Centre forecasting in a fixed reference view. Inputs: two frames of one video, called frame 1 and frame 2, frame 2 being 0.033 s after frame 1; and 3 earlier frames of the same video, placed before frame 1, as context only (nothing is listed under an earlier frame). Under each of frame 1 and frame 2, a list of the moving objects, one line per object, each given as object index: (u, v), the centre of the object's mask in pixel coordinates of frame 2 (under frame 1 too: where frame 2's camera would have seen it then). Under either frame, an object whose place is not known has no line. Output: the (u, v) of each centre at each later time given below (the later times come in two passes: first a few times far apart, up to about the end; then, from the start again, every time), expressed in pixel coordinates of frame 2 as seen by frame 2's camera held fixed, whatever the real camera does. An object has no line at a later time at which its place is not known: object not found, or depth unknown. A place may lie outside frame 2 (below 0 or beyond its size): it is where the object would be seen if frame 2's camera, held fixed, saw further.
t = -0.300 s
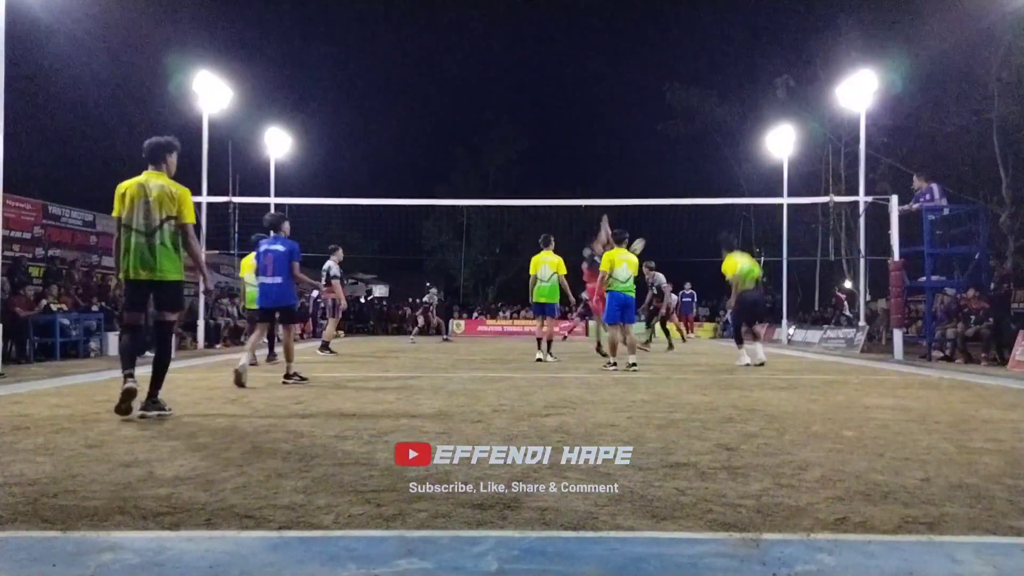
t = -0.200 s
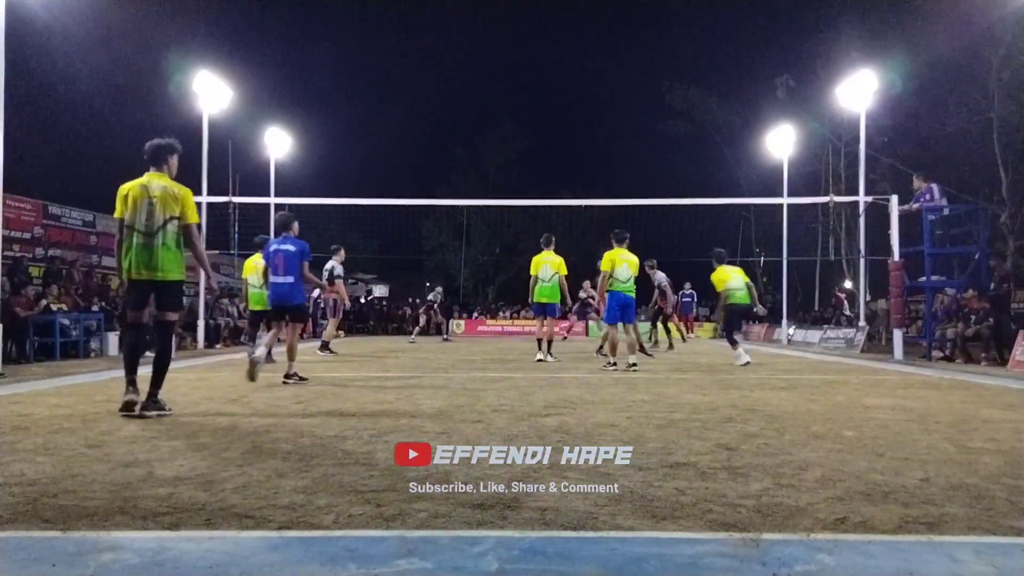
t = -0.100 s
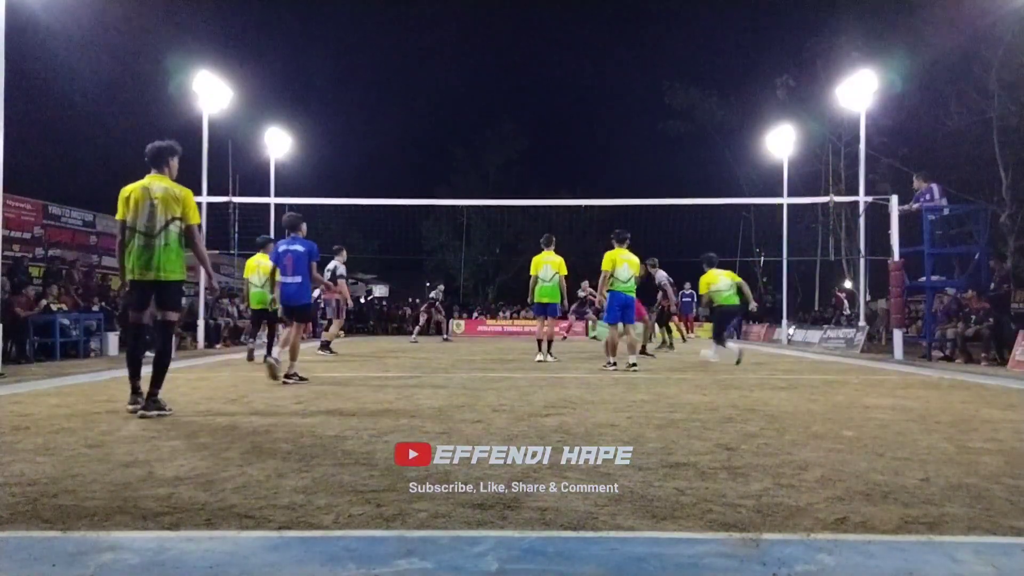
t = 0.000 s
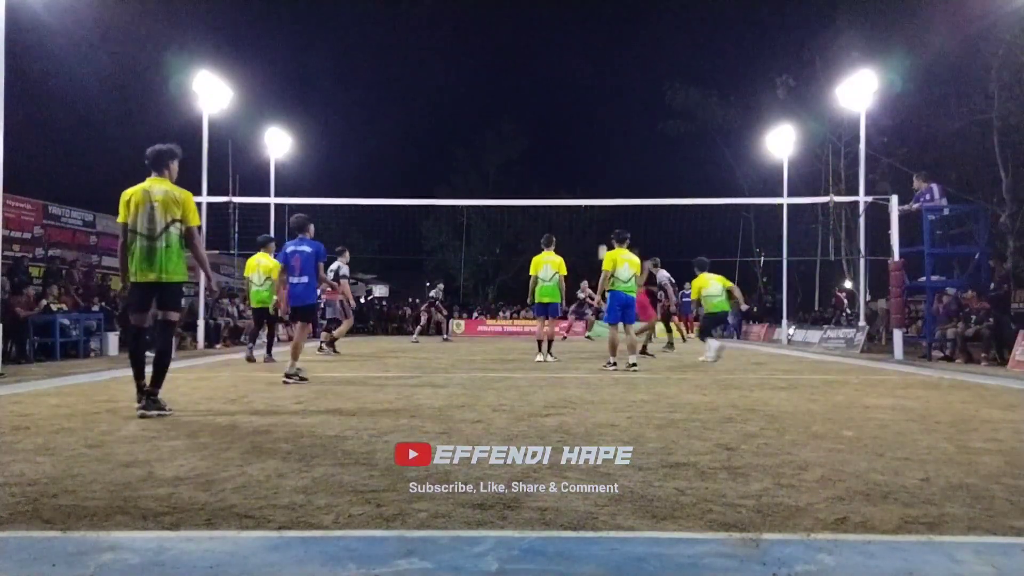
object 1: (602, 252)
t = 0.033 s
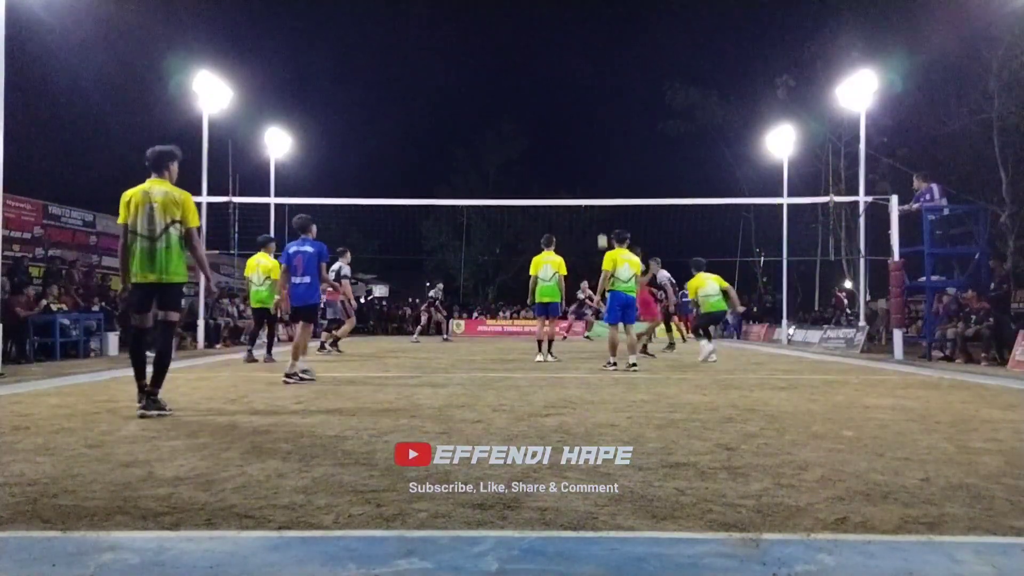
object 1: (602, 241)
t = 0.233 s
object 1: (600, 180)
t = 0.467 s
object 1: (596, 126)
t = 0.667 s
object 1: (591, 96)
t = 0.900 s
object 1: (585, 82)
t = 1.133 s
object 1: (577, 96)
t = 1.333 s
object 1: (571, 133)
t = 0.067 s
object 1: (602, 231)
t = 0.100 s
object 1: (602, 220)
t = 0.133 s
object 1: (601, 211)
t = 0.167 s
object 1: (601, 196)
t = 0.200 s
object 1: (601, 190)
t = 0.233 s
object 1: (600, 180)
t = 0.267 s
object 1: (599, 172)
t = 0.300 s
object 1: (599, 163)
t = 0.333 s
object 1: (598, 155)
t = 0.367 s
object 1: (598, 147)
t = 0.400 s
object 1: (597, 140)
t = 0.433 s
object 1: (596, 133)
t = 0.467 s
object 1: (596, 126)
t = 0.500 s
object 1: (595, 120)
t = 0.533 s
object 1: (594, 114)
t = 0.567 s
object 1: (593, 109)
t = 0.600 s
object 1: (593, 104)
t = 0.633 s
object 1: (592, 100)
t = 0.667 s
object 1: (591, 96)
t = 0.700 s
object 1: (590, 92)
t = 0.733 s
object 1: (589, 89)
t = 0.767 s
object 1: (588, 87)
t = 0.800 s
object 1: (588, 85)
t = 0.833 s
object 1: (587, 83)
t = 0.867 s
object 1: (586, 83)
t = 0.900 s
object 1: (585, 82)
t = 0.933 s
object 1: (584, 82)
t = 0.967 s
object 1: (583, 83)
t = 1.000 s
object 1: (582, 85)
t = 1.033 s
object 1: (581, 86)
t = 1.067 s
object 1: (580, 89)
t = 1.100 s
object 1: (579, 93)
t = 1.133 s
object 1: (577, 96)
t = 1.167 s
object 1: (577, 100)
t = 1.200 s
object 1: (576, 105)
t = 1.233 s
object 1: (575, 111)
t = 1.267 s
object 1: (574, 118)
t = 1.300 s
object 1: (572, 125)
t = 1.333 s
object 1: (571, 133)
